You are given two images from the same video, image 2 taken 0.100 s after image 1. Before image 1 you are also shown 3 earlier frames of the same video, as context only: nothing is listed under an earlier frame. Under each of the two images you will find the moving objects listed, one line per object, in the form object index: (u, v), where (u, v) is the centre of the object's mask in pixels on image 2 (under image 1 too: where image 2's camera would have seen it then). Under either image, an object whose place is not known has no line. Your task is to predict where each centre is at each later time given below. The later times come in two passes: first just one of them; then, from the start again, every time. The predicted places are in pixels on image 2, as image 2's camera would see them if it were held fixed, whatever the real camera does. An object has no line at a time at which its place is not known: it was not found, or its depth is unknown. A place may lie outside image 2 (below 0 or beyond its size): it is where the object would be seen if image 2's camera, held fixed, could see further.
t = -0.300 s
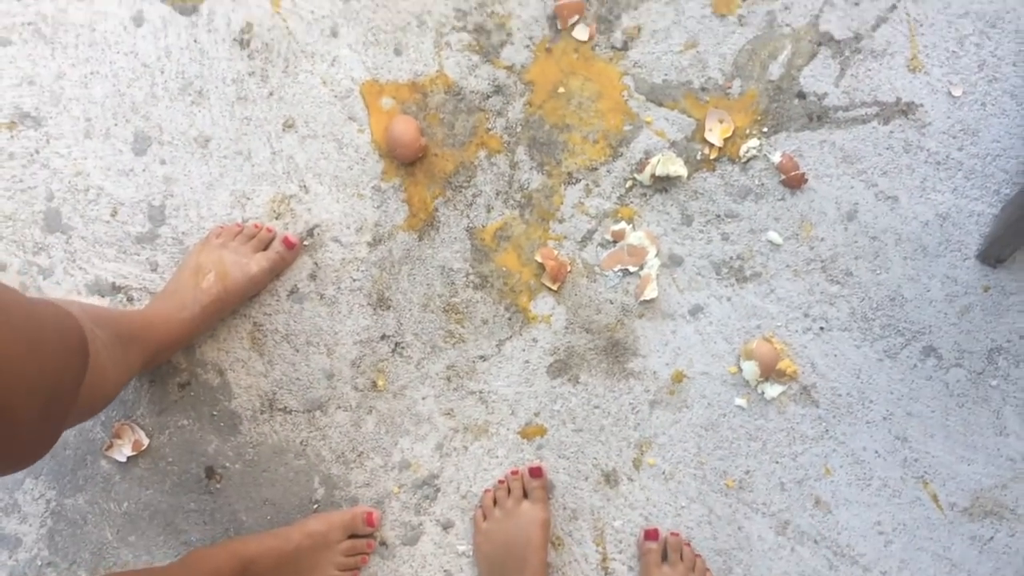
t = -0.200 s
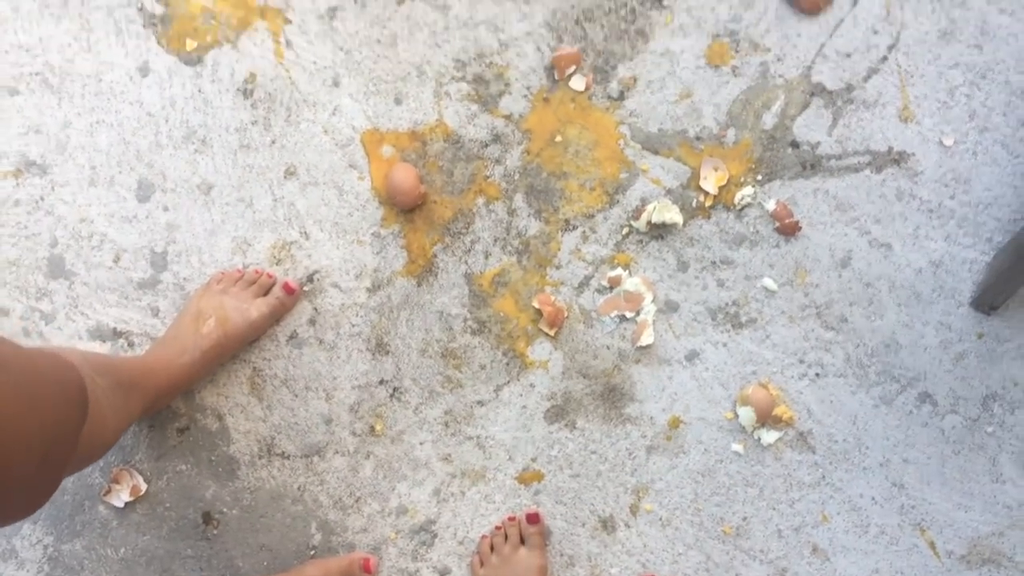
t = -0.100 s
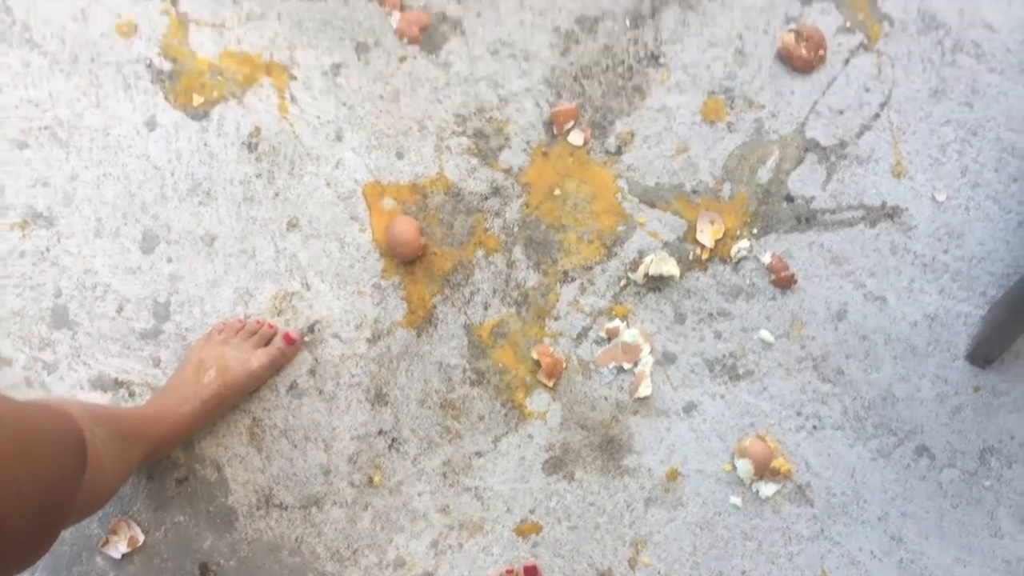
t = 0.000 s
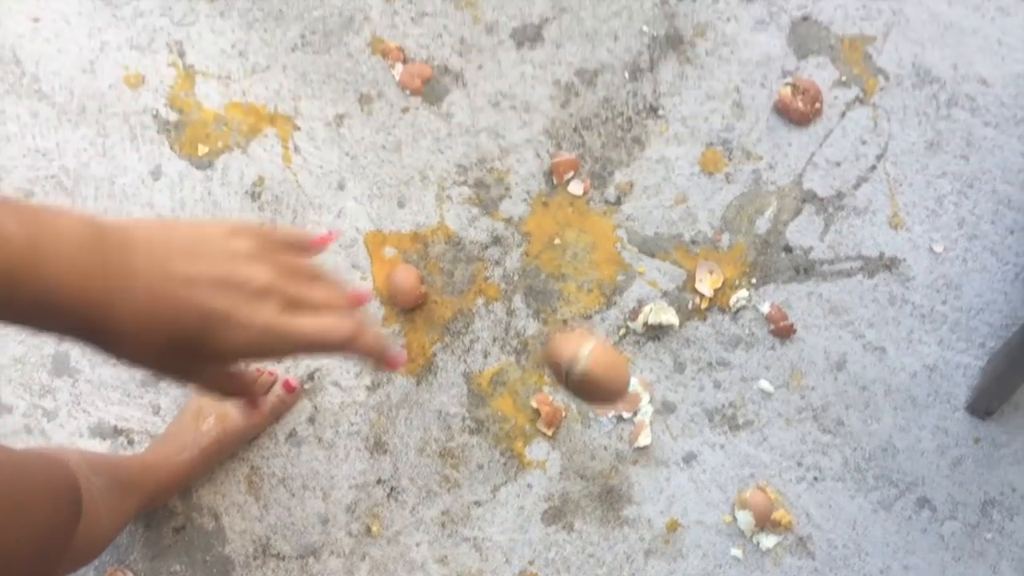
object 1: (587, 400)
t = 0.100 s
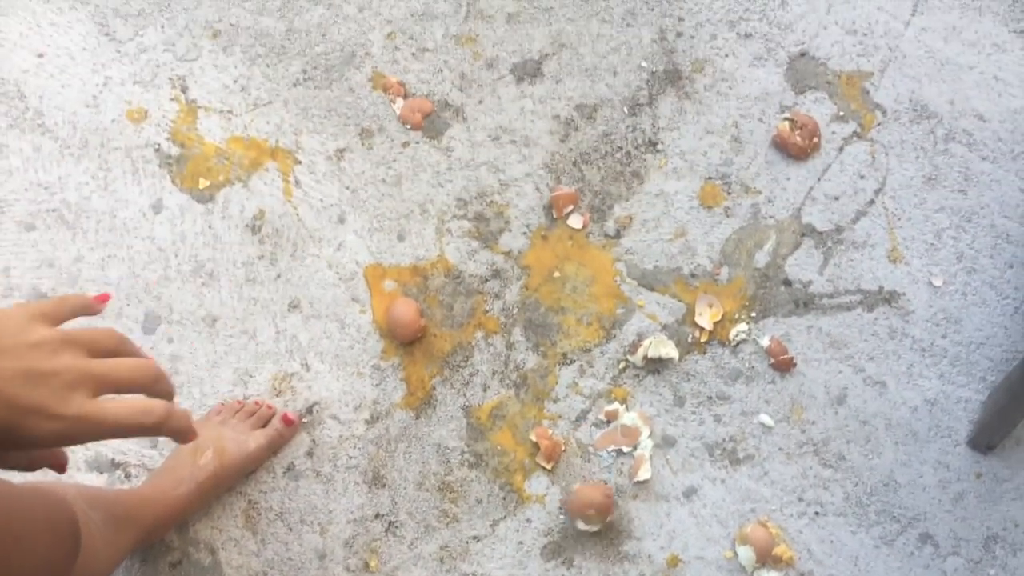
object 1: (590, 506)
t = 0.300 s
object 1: (723, 488)
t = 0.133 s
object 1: (615, 500)
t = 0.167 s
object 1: (640, 498)
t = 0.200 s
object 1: (663, 495)
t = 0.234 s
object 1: (683, 492)
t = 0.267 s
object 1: (704, 490)
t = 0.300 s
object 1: (723, 488)
